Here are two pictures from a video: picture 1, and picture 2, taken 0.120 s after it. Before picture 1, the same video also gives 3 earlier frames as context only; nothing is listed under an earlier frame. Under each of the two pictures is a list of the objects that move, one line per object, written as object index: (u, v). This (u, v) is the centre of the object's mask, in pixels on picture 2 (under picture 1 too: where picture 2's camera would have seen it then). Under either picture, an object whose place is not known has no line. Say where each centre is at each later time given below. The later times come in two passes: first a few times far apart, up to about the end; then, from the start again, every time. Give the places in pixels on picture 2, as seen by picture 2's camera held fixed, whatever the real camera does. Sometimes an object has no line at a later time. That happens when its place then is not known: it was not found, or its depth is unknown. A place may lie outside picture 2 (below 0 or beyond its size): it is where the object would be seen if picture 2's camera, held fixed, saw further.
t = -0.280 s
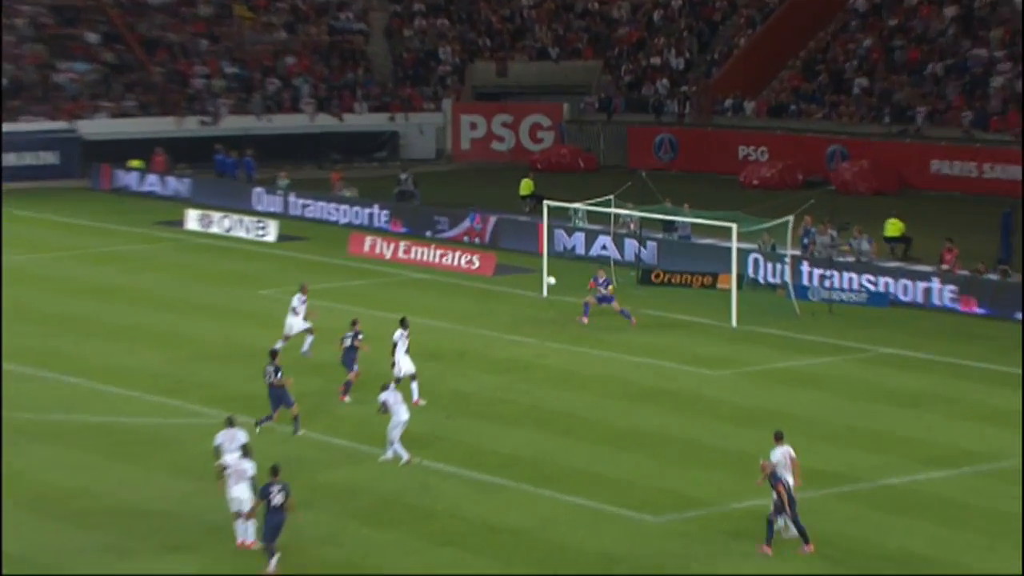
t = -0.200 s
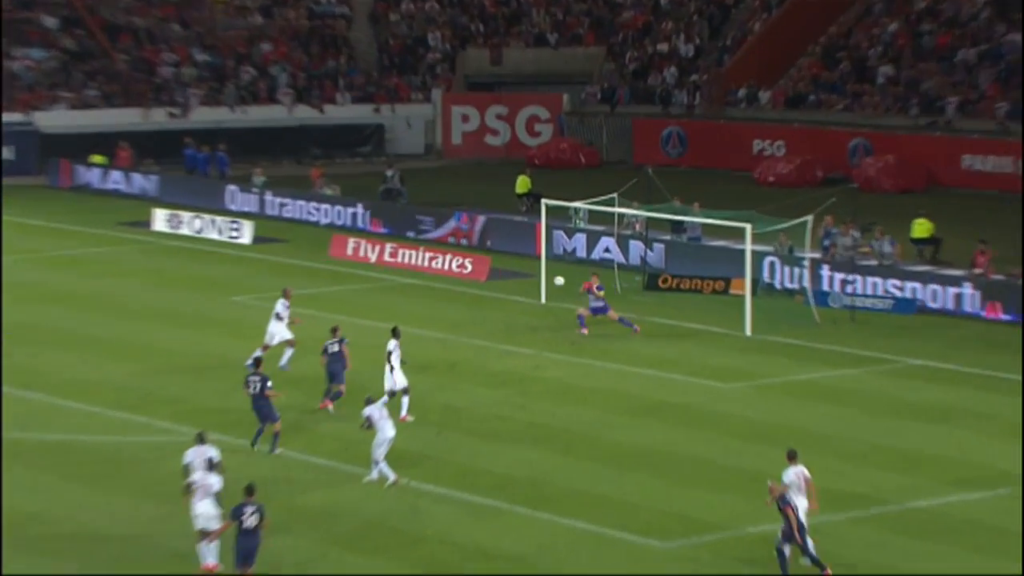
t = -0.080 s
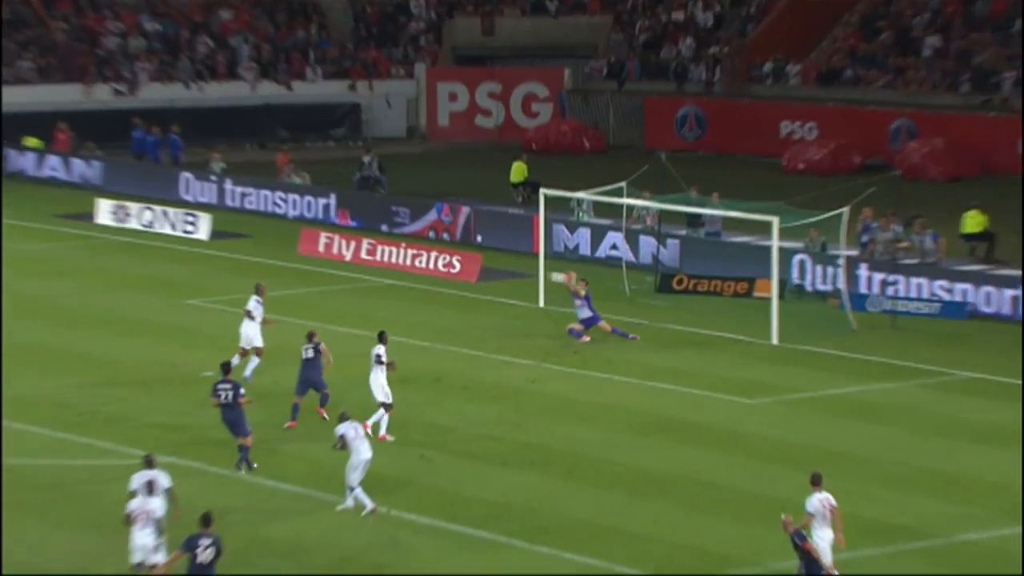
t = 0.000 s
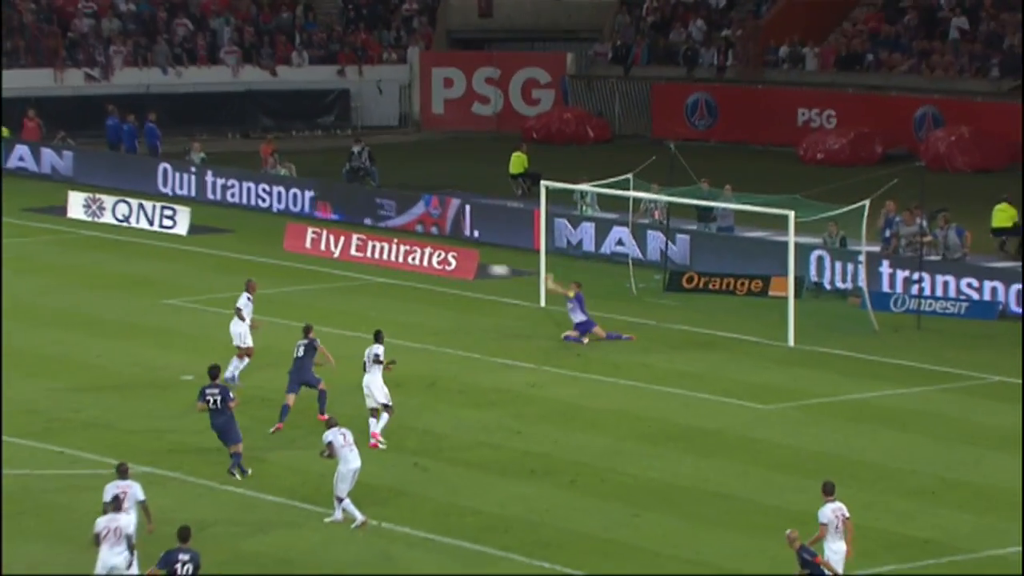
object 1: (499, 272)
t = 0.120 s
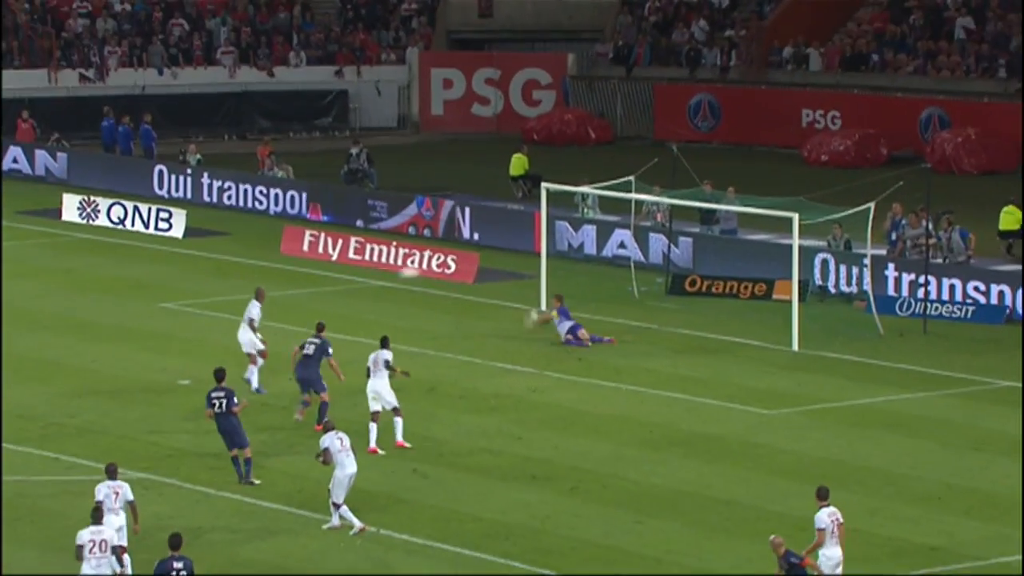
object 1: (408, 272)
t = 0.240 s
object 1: (323, 278)
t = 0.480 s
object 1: (163, 313)
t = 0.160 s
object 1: (380, 274)
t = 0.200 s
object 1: (352, 275)
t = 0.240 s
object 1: (323, 278)
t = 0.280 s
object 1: (296, 282)
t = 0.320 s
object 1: (268, 287)
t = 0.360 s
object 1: (241, 292)
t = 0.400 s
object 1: (215, 298)
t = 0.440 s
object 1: (189, 305)
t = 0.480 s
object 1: (163, 313)
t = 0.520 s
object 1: (139, 321)
